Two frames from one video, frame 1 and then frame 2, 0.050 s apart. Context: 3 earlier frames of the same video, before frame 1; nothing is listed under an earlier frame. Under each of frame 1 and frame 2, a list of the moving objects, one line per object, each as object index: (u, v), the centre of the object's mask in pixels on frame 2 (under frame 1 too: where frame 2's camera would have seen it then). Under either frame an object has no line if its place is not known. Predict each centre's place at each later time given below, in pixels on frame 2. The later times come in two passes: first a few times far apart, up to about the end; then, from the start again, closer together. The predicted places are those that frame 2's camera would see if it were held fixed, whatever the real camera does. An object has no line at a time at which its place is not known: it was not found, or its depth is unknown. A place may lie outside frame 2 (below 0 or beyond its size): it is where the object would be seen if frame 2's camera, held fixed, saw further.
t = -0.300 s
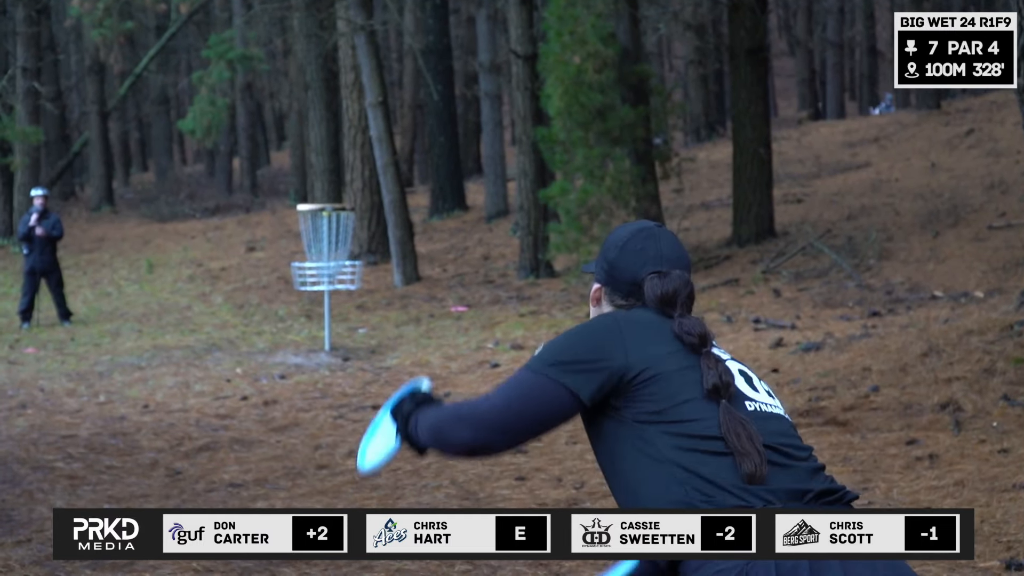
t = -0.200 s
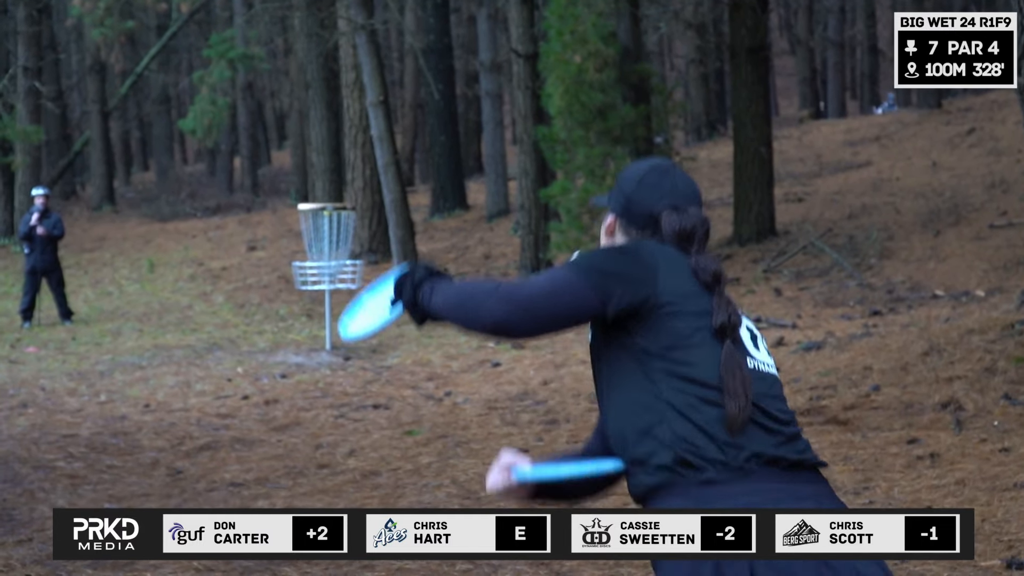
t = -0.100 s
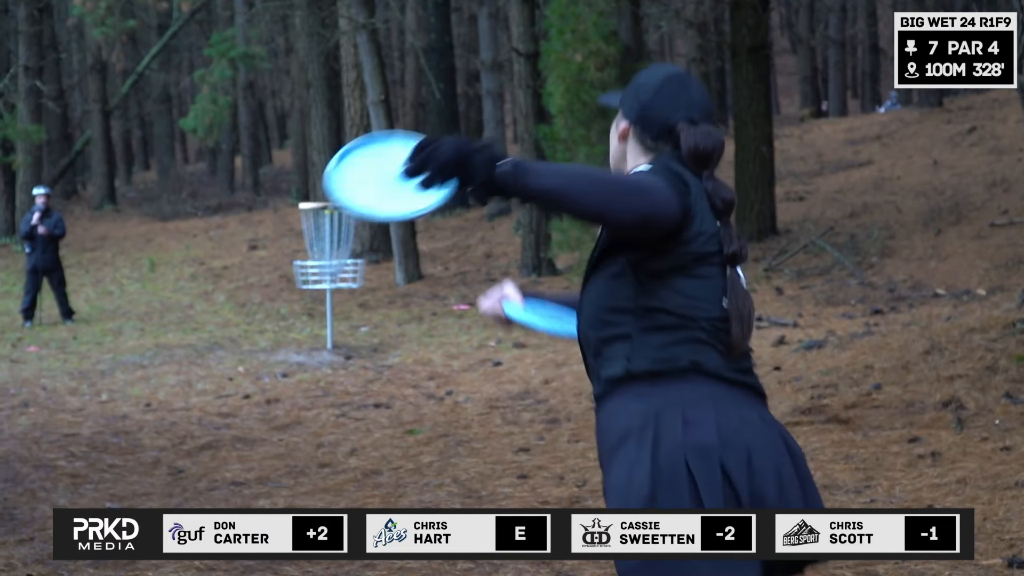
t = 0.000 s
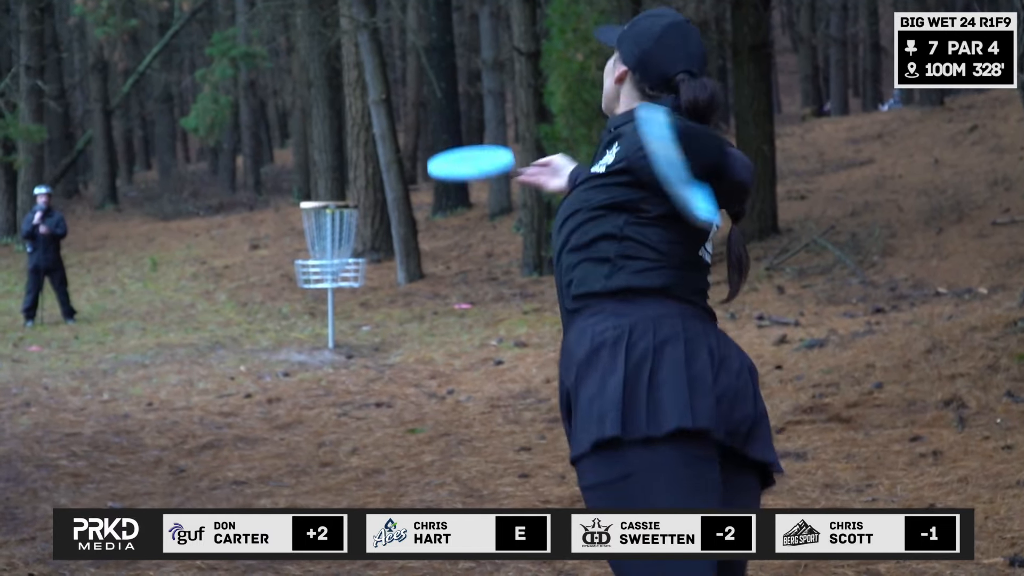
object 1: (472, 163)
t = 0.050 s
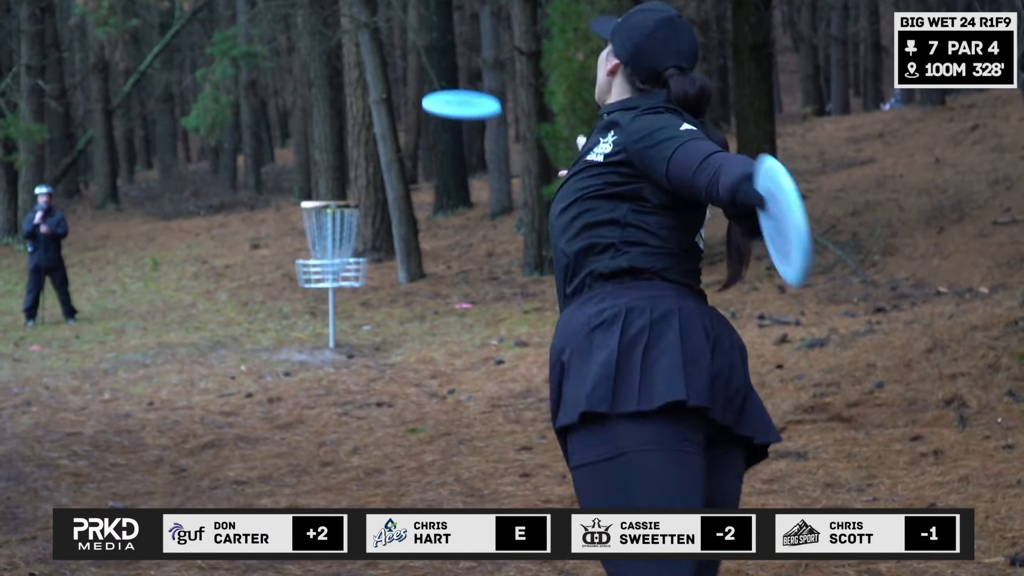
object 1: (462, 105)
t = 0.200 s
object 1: (444, 26)
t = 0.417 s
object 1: (432, 12)
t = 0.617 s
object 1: (428, 33)
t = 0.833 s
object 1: (427, 69)
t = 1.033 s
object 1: (424, 110)
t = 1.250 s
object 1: (415, 156)
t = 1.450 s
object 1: (403, 202)
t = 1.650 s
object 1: (384, 251)
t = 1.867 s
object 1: (380, 315)
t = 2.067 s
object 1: (380, 322)
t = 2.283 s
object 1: (379, 324)
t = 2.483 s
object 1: (371, 325)
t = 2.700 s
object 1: (363, 328)
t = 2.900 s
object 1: (363, 328)
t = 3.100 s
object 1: (362, 328)
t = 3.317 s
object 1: (363, 328)
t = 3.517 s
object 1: (362, 328)
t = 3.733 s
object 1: (362, 328)
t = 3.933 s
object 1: (362, 328)
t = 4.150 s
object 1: (362, 328)
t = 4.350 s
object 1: (362, 329)
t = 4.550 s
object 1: (362, 329)
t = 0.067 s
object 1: (459, 91)
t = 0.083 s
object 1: (456, 78)
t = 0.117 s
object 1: (452, 57)
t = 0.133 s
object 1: (451, 49)
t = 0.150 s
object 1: (448, 42)
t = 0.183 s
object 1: (444, 30)
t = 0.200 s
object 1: (444, 26)
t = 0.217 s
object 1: (443, 22)
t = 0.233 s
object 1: (441, 19)
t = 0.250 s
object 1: (440, 16)
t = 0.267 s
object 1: (439, 14)
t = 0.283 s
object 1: (438, 12)
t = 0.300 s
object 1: (437, 11)
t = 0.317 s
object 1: (436, 10)
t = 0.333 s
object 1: (434, 10)
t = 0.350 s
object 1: (435, 9)
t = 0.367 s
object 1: (434, 9)
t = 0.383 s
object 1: (433, 10)
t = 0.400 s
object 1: (432, 11)
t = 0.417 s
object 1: (432, 12)
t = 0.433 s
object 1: (432, 13)
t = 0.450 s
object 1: (431, 14)
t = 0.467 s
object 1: (430, 16)
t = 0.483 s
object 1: (431, 17)
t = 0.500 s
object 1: (430, 19)
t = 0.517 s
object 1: (430, 21)
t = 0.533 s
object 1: (430, 23)
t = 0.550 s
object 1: (429, 25)
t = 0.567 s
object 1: (429, 27)
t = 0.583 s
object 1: (429, 29)
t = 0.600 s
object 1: (428, 31)
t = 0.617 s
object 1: (428, 33)
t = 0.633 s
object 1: (428, 36)
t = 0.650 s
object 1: (428, 38)
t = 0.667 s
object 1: (428, 40)
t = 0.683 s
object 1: (428, 43)
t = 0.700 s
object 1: (428, 46)
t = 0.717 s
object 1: (428, 48)
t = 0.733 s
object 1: (427, 51)
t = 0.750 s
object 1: (427, 54)
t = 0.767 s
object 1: (427, 56)
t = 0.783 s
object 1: (427, 60)
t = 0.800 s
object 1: (427, 62)
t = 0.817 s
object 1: (427, 66)
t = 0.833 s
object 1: (427, 69)
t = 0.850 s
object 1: (427, 72)
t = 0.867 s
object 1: (426, 76)
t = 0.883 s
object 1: (426, 79)
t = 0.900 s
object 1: (426, 82)
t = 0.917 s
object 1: (426, 85)
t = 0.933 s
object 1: (426, 89)
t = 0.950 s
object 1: (426, 93)
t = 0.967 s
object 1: (425, 96)
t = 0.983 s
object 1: (425, 100)
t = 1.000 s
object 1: (425, 103)
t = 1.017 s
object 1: (424, 107)
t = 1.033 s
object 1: (424, 110)
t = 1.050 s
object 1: (424, 113)
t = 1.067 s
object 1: (423, 117)
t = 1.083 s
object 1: (423, 120)
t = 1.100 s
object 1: (422, 124)
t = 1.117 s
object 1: (421, 128)
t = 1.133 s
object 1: (421, 131)
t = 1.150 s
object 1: (422, 135)
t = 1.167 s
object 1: (421, 138)
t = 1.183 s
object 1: (419, 142)
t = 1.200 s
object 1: (421, 146)
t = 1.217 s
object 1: (420, 149)
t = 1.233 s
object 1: (416, 153)
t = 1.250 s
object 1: (415, 156)
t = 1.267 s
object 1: (414, 160)
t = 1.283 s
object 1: (413, 164)
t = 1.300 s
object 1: (412, 167)
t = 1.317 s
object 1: (411, 171)
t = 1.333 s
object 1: (410, 175)
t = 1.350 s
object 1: (409, 179)
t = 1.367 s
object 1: (411, 183)
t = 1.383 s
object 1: (407, 186)
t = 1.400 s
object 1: (406, 190)
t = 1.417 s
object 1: (404, 194)
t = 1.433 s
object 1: (405, 198)
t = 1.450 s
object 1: (403, 202)
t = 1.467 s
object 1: (400, 206)
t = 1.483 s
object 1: (399, 210)
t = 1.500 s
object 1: (397, 214)
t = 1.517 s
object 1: (395, 218)
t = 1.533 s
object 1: (394, 222)
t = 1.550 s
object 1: (394, 227)
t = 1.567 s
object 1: (392, 231)
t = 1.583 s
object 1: (390, 235)
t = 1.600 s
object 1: (386, 239)
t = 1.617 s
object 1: (387, 241)
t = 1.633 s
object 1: (386, 246)
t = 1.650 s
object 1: (384, 251)
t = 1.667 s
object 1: (382, 255)
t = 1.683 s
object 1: (380, 259)
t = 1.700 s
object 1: (378, 264)
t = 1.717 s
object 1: (376, 268)
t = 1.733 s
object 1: (372, 273)
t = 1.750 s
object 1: (373, 277)
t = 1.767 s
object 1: (375, 283)
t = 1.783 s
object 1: (375, 288)
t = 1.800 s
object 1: (376, 294)
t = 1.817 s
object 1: (377, 299)
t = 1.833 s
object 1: (378, 304)
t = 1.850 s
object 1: (379, 310)
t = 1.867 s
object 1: (380, 315)
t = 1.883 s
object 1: (380, 321)
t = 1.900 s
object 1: (382, 326)
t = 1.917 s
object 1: (382, 332)
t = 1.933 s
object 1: (383, 338)
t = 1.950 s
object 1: (382, 338)
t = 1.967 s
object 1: (382, 334)
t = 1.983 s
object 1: (381, 331)
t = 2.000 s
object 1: (381, 329)
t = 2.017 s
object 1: (381, 327)
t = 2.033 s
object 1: (380, 324)
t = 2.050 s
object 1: (380, 323)
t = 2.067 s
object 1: (380, 322)
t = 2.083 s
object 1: (379, 320)
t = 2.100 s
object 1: (379, 318)
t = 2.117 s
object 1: (379, 318)
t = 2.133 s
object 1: (379, 318)
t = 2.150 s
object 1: (380, 317)
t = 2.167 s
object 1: (379, 317)
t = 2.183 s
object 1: (379, 318)
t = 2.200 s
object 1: (379, 318)
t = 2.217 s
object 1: (378, 318)
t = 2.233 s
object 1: (379, 319)
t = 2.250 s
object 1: (379, 320)
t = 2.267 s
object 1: (379, 322)
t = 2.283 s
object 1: (379, 324)
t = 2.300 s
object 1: (378, 325)
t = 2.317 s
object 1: (378, 328)
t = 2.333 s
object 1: (377, 329)
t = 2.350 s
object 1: (376, 329)
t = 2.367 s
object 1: (376, 329)
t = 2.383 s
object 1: (376, 328)
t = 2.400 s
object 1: (375, 327)
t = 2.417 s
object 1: (374, 326)
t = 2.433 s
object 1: (373, 325)
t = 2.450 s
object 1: (373, 325)
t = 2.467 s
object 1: (372, 325)
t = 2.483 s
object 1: (371, 325)
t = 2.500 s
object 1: (370, 325)
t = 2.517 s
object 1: (369, 326)
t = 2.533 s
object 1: (368, 326)
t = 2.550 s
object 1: (367, 327)
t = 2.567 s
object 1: (366, 328)
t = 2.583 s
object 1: (365, 328)
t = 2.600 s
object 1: (365, 328)
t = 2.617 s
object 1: (364, 328)
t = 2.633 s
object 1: (364, 327)
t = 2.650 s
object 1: (364, 327)
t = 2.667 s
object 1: (364, 327)
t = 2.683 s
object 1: (363, 327)
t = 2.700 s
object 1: (363, 328)
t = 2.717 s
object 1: (363, 328)
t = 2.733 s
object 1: (362, 328)
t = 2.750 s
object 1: (363, 328)
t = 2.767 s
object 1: (363, 328)
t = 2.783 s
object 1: (363, 328)
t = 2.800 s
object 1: (363, 328)
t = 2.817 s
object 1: (363, 328)
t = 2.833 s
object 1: (363, 328)
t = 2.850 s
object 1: (363, 328)
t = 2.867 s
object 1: (363, 328)
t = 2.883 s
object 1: (363, 328)
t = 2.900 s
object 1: (363, 328)
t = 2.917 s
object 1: (363, 328)
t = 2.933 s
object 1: (363, 328)
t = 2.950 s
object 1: (363, 328)
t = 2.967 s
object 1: (363, 328)
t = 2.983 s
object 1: (363, 328)
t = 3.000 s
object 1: (363, 328)
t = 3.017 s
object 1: (363, 328)
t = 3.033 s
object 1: (363, 328)
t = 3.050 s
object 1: (363, 328)
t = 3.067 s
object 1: (363, 328)
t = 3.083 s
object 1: (363, 328)
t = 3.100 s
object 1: (362, 328)
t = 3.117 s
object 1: (363, 328)
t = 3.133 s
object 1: (362, 328)
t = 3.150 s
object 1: (362, 328)
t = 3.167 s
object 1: (362, 328)
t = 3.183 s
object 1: (362, 328)
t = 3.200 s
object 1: (362, 328)
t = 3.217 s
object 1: (362, 328)
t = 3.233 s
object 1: (362, 328)
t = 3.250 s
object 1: (362, 328)
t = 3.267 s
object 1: (362, 328)
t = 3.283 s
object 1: (362, 328)
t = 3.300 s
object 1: (363, 328)
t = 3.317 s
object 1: (363, 328)
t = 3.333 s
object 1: (363, 328)
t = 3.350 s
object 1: (362, 328)
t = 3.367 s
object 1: (362, 328)
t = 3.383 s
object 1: (362, 328)
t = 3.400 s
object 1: (362, 328)
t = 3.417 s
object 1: (362, 328)
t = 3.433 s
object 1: (362, 328)
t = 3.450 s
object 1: (362, 328)
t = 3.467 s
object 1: (362, 328)
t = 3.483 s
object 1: (362, 328)
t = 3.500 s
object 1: (362, 328)
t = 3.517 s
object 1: (362, 328)
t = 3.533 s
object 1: (362, 328)
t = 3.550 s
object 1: (362, 328)
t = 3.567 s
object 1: (362, 328)
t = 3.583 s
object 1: (362, 328)
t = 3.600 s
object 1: (362, 328)
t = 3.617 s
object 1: (362, 328)
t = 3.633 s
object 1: (362, 328)
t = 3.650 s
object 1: (362, 328)
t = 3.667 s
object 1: (362, 328)
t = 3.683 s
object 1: (362, 328)
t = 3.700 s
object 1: (362, 328)
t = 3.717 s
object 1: (362, 328)
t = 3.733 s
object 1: (362, 328)
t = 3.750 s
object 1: (362, 328)
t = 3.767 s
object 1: (362, 328)
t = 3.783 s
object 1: (362, 328)
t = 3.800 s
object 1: (362, 328)
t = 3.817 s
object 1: (362, 328)
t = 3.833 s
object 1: (362, 328)
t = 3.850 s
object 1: (362, 328)
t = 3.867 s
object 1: (362, 328)
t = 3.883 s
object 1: (362, 328)
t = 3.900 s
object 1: (362, 328)
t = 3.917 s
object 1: (362, 328)
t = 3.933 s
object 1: (362, 328)
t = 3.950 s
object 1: (362, 328)
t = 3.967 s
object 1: (362, 328)
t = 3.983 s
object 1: (362, 328)
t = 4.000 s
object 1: (362, 328)
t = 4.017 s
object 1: (363, 328)
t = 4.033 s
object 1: (362, 328)
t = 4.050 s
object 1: (362, 328)
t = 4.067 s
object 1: (362, 328)
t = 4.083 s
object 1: (362, 328)
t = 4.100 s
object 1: (362, 328)
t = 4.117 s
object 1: (362, 328)
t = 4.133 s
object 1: (362, 328)
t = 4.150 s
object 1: (362, 328)
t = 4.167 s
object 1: (362, 328)
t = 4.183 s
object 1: (362, 328)
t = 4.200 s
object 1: (362, 328)
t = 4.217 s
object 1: (362, 328)
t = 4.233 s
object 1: (362, 328)
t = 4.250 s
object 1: (362, 328)
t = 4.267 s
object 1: (362, 328)
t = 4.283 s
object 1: (362, 328)
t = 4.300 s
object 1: (362, 328)
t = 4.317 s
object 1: (362, 328)
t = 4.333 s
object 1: (362, 328)
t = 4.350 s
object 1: (362, 329)
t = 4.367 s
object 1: (362, 329)
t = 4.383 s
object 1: (362, 329)
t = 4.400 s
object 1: (362, 329)
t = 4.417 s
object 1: (362, 329)
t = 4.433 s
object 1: (362, 329)
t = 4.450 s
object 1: (362, 329)
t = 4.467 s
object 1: (362, 329)
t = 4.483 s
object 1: (362, 329)
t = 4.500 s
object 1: (362, 329)
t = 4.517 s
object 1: (362, 329)
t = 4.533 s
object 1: (362, 329)
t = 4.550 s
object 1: (362, 329)
